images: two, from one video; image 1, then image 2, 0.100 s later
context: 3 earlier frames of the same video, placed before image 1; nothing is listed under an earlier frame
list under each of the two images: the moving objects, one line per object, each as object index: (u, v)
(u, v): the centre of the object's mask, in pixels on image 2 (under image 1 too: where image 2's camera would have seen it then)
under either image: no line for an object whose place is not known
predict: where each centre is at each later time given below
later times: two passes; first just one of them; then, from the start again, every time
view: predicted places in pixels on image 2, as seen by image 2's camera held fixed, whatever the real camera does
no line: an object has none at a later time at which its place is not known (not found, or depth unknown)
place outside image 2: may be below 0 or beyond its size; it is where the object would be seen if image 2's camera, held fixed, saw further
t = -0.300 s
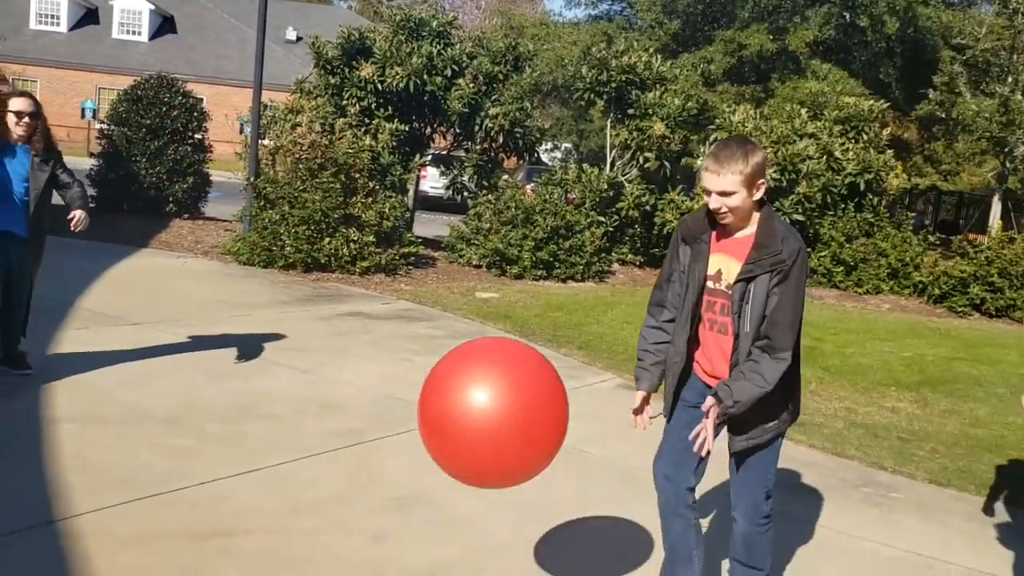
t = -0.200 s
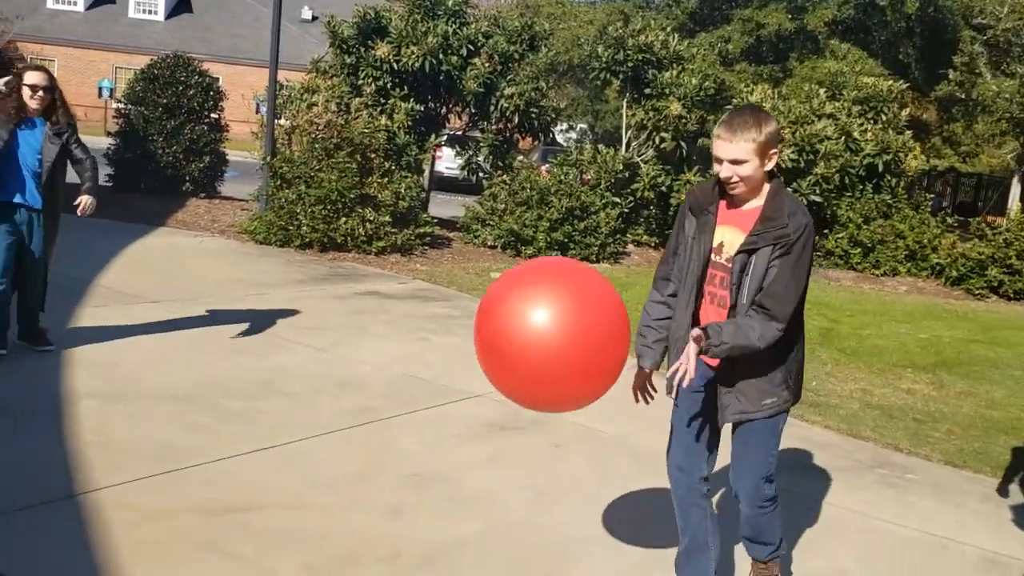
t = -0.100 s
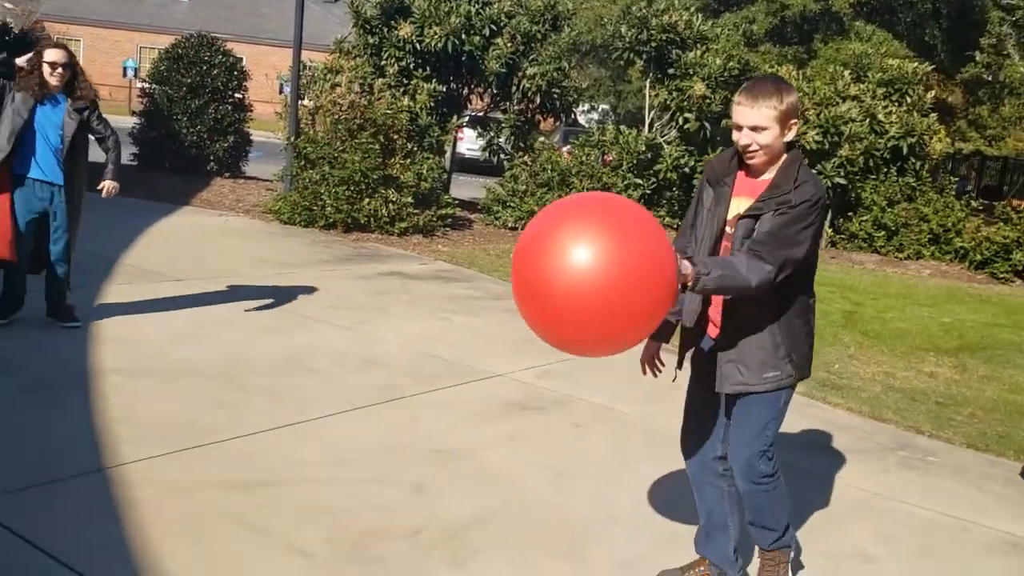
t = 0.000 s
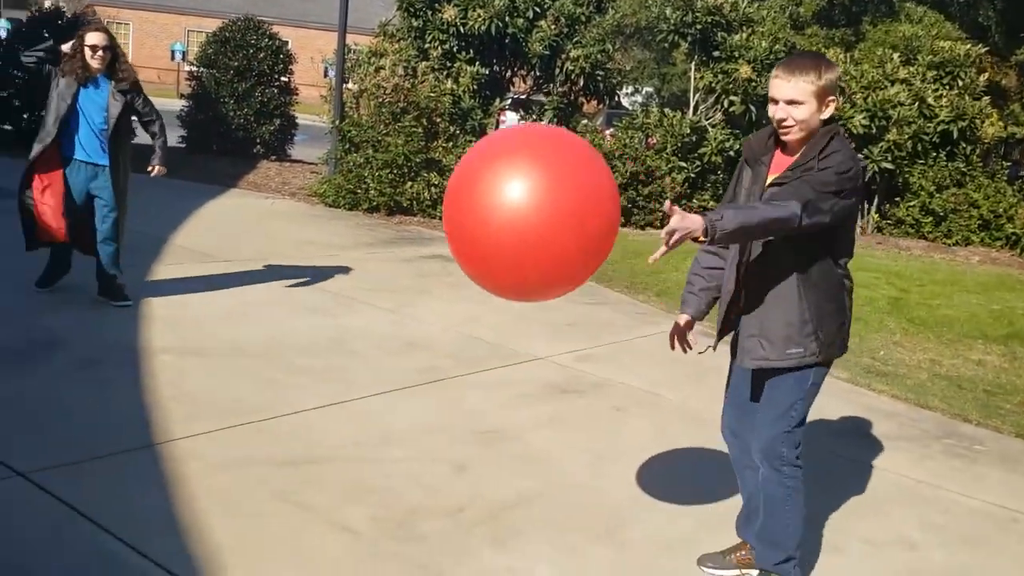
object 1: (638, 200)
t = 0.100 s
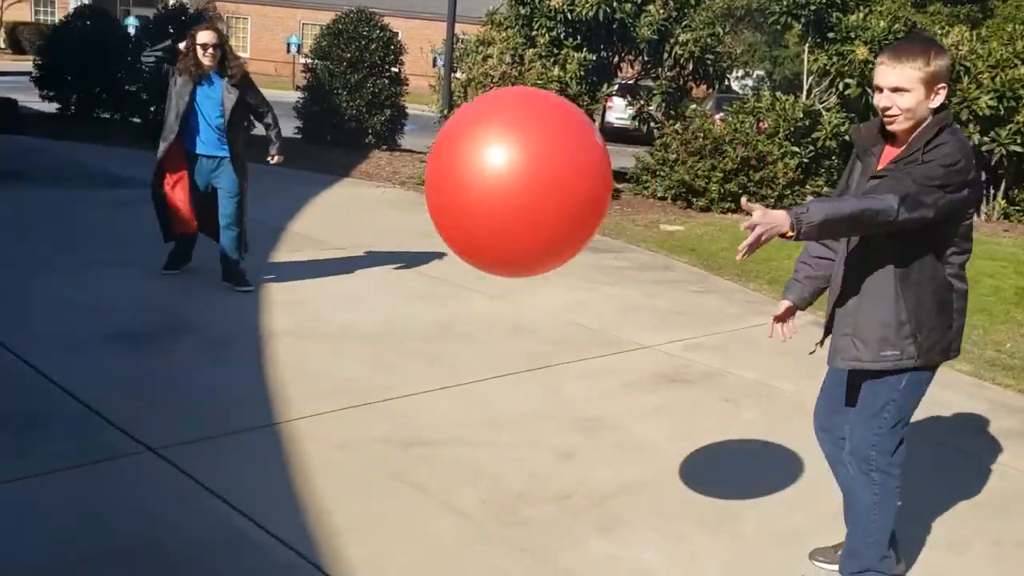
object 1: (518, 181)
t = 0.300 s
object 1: (252, 247)
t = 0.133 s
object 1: (477, 181)
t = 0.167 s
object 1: (433, 186)
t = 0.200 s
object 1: (388, 196)
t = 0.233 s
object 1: (343, 210)
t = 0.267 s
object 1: (298, 227)
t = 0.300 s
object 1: (252, 247)
